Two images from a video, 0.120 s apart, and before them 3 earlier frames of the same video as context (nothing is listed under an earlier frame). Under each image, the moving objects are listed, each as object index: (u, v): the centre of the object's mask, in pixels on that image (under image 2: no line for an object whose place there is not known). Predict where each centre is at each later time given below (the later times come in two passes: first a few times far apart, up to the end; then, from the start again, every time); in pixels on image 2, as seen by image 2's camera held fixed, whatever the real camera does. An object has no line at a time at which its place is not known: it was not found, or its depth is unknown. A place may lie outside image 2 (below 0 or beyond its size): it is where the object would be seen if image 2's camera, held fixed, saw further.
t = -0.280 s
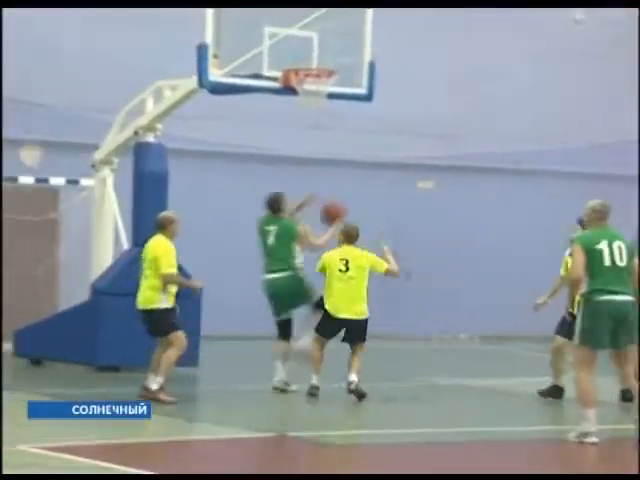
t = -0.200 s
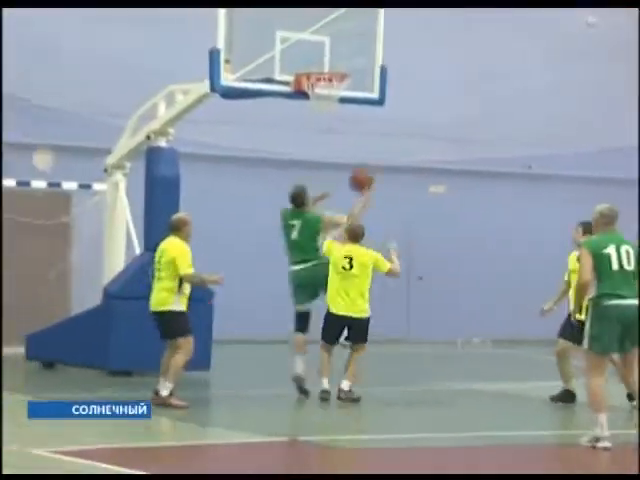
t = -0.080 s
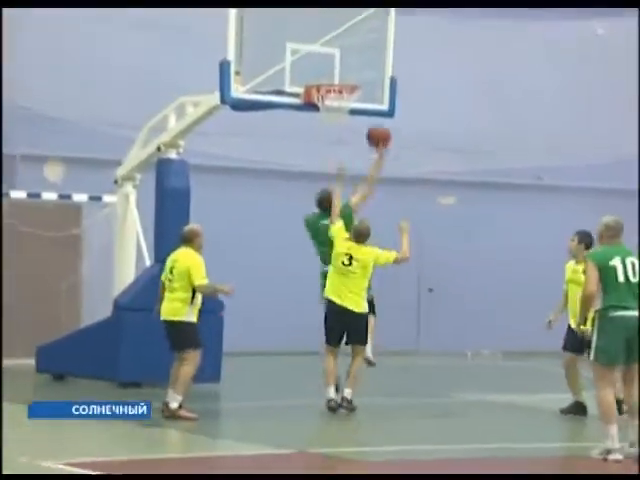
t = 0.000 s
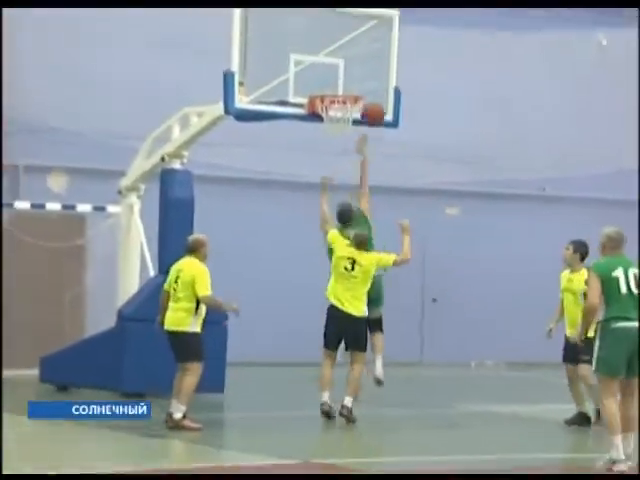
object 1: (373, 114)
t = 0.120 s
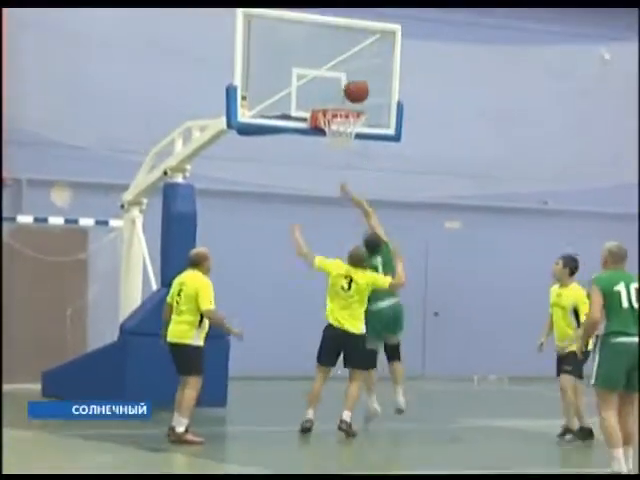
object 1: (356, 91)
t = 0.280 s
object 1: (353, 85)
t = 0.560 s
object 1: (344, 141)
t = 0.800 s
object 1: (326, 167)
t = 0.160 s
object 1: (355, 87)
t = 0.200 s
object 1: (354, 85)
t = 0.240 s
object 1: (354, 85)
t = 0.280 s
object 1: (353, 85)
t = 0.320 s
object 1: (352, 87)
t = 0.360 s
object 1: (351, 92)
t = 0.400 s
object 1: (350, 98)
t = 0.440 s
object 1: (350, 104)
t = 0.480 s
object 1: (347, 115)
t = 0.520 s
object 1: (347, 131)
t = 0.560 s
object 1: (344, 141)
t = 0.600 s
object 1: (342, 145)
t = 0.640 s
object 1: (339, 147)
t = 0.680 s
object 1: (336, 149)
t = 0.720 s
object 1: (333, 153)
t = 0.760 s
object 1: (330, 158)
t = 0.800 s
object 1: (326, 167)
